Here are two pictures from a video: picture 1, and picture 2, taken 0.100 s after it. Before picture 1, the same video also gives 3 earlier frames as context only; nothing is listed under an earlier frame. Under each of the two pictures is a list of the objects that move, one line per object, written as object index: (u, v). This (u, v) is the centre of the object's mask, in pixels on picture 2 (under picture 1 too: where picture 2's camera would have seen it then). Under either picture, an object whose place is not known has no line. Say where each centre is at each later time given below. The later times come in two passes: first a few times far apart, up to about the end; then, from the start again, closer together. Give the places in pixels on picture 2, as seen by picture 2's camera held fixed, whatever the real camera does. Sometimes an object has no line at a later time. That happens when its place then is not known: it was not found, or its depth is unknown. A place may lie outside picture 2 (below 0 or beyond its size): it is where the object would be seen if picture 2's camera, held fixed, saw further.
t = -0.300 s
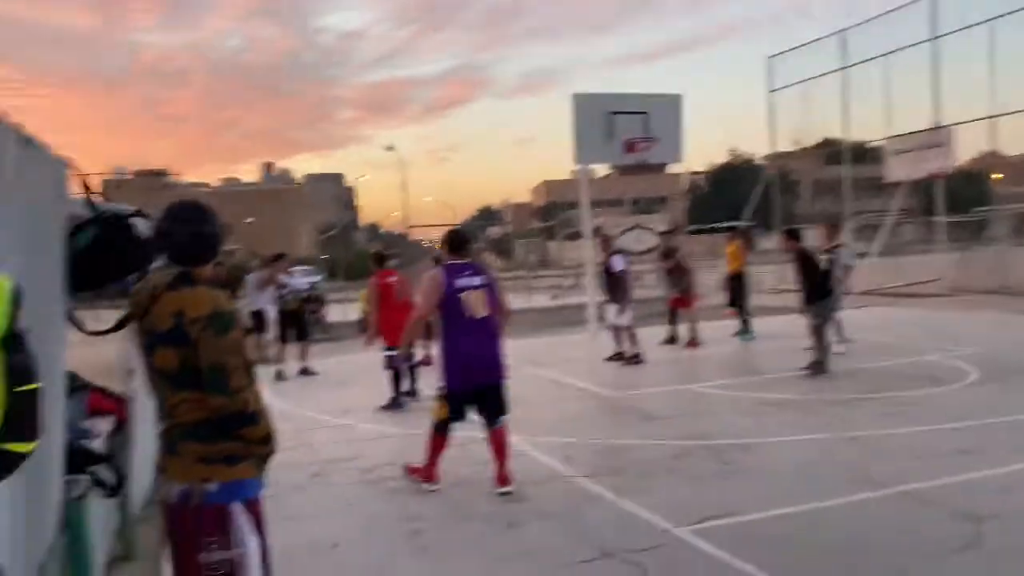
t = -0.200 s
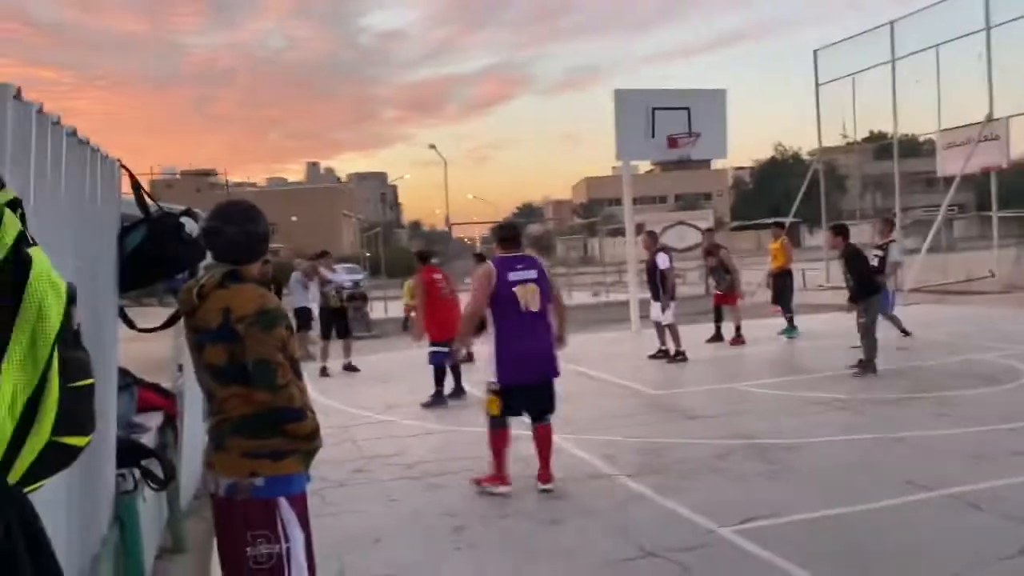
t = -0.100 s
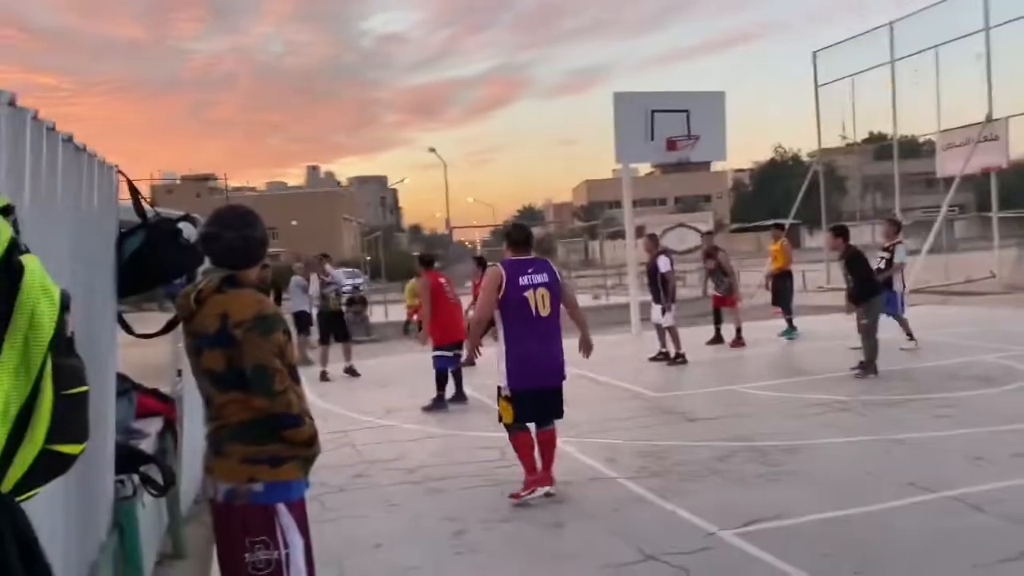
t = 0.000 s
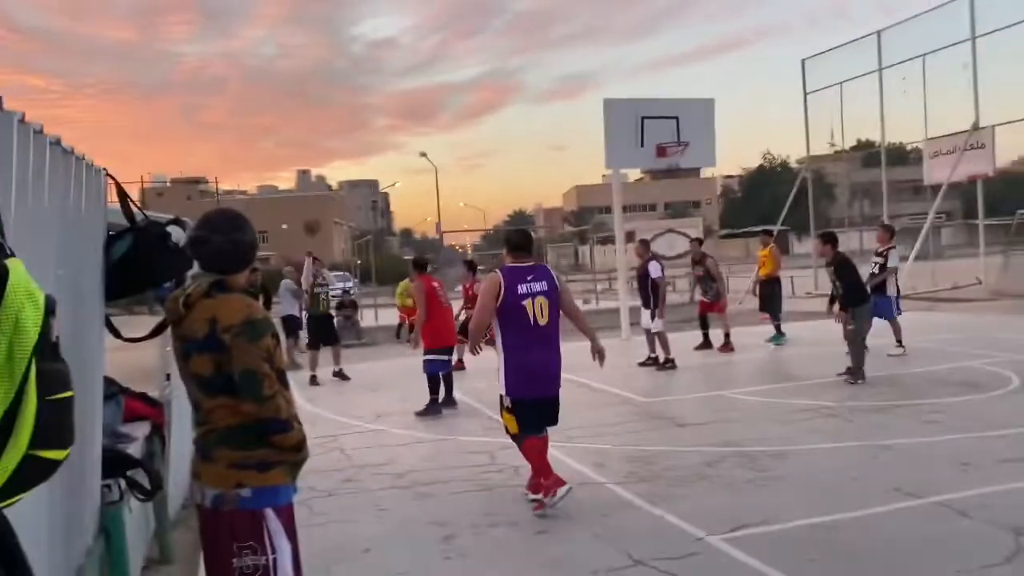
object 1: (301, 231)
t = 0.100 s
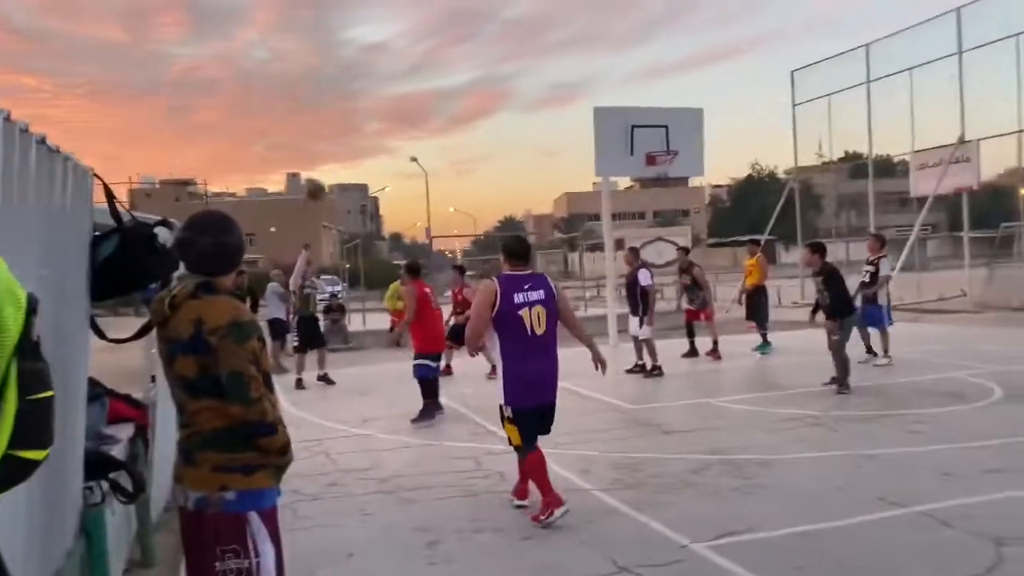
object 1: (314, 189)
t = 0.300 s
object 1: (353, 126)
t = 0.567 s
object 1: (419, 79)
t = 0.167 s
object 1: (326, 166)
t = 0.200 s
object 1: (332, 155)
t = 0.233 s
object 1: (339, 145)
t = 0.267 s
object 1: (346, 135)
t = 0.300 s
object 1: (353, 126)
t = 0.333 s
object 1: (361, 118)
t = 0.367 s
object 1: (368, 111)
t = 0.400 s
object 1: (377, 104)
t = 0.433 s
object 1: (384, 97)
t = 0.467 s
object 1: (392, 91)
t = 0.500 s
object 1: (401, 86)
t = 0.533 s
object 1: (410, 82)
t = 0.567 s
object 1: (419, 79)
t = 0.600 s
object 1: (429, 77)
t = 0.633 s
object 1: (440, 77)
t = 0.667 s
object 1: (453, 78)
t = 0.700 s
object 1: (466, 80)
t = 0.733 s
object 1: (480, 84)
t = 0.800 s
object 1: (509, 97)
